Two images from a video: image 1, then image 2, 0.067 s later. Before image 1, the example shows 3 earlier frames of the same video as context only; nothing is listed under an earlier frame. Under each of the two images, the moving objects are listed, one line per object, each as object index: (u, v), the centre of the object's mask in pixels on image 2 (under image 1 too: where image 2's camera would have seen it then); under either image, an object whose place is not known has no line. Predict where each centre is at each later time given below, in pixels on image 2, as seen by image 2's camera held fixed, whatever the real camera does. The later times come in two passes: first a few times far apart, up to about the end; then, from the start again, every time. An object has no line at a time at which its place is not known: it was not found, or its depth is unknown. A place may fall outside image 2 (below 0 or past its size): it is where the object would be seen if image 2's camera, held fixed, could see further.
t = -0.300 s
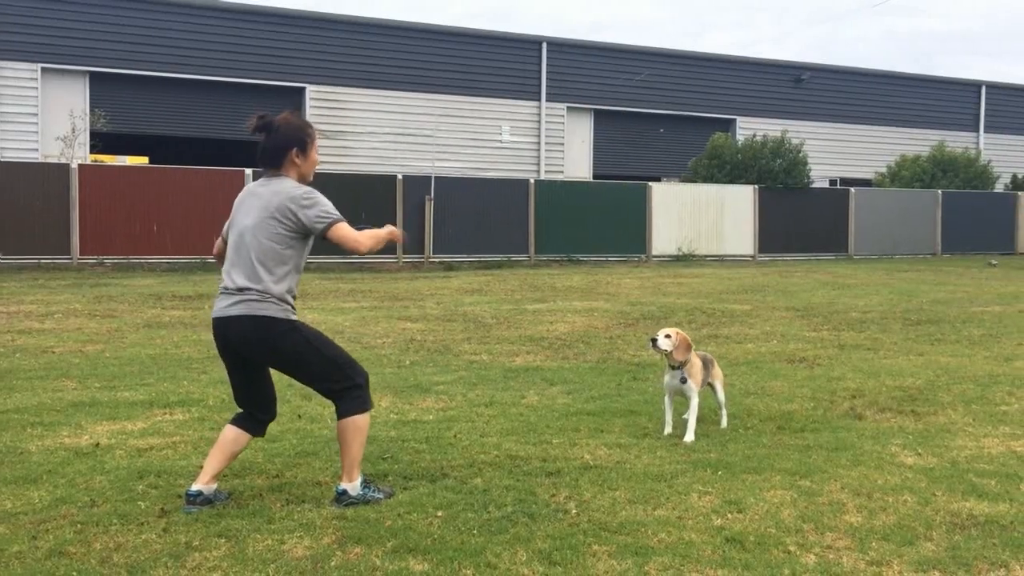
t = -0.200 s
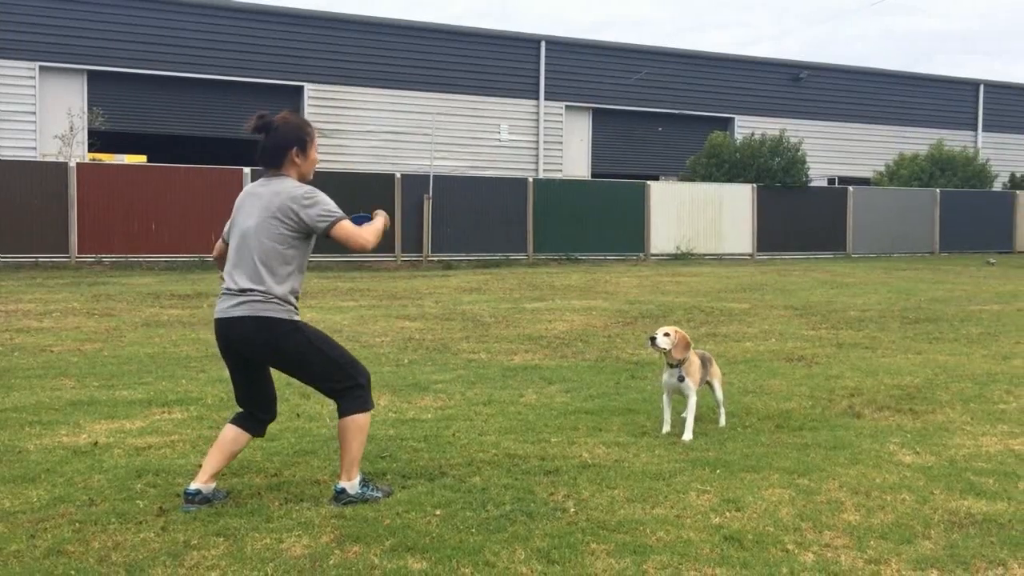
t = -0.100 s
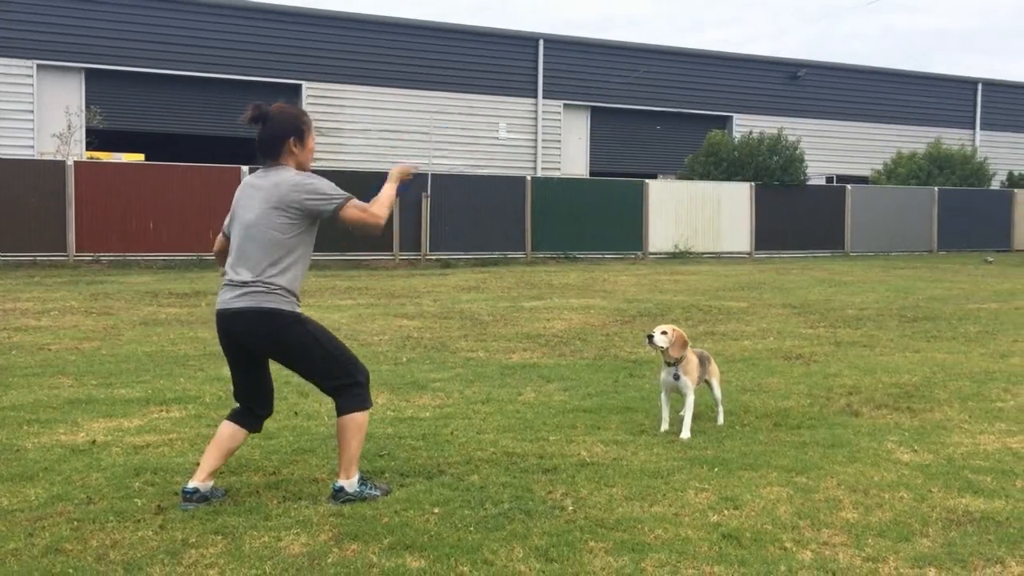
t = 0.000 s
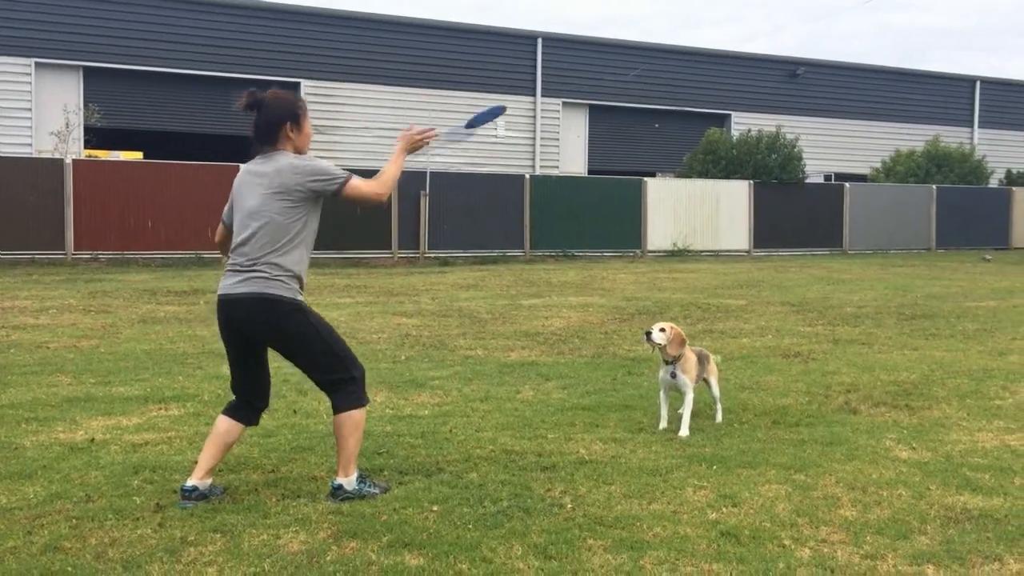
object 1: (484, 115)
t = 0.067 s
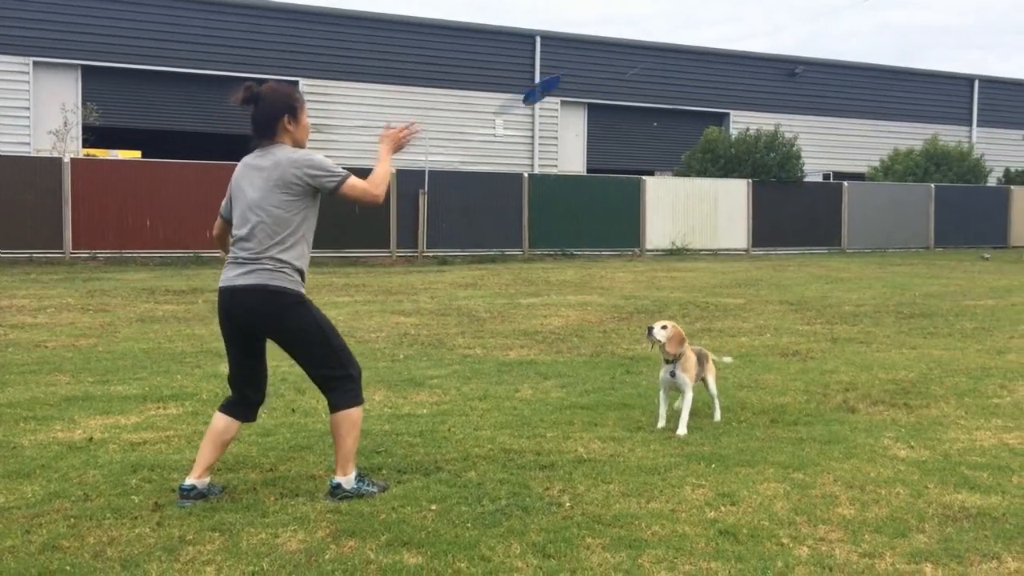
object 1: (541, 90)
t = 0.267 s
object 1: (693, 66)
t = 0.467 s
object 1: (803, 109)
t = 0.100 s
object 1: (570, 80)
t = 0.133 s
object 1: (596, 73)
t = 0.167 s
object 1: (623, 67)
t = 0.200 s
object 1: (649, 64)
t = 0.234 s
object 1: (670, 65)
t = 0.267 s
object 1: (693, 66)
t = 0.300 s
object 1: (714, 69)
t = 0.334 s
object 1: (736, 72)
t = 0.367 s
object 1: (754, 79)
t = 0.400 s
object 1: (771, 87)
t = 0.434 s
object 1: (789, 97)
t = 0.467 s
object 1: (803, 109)
